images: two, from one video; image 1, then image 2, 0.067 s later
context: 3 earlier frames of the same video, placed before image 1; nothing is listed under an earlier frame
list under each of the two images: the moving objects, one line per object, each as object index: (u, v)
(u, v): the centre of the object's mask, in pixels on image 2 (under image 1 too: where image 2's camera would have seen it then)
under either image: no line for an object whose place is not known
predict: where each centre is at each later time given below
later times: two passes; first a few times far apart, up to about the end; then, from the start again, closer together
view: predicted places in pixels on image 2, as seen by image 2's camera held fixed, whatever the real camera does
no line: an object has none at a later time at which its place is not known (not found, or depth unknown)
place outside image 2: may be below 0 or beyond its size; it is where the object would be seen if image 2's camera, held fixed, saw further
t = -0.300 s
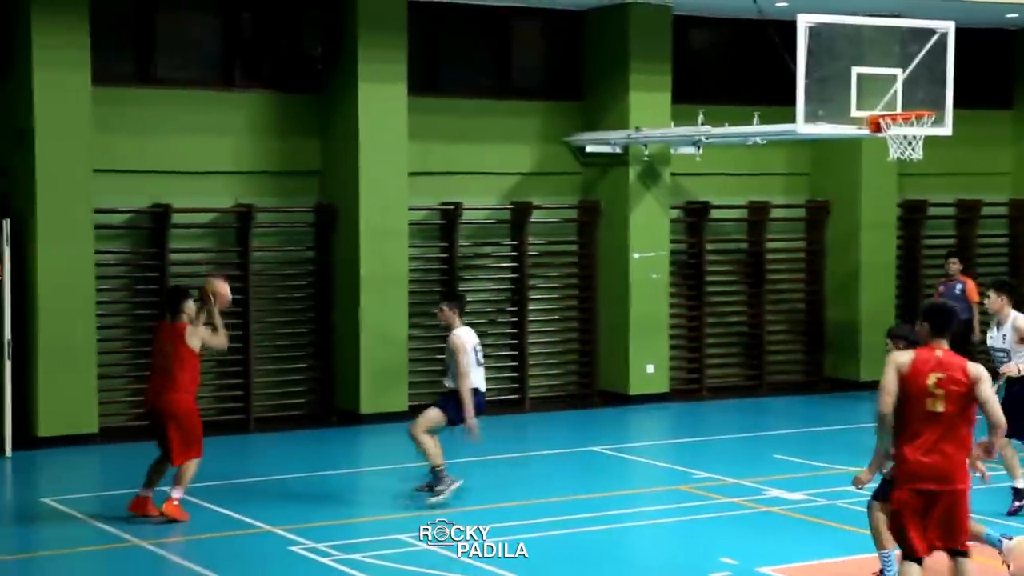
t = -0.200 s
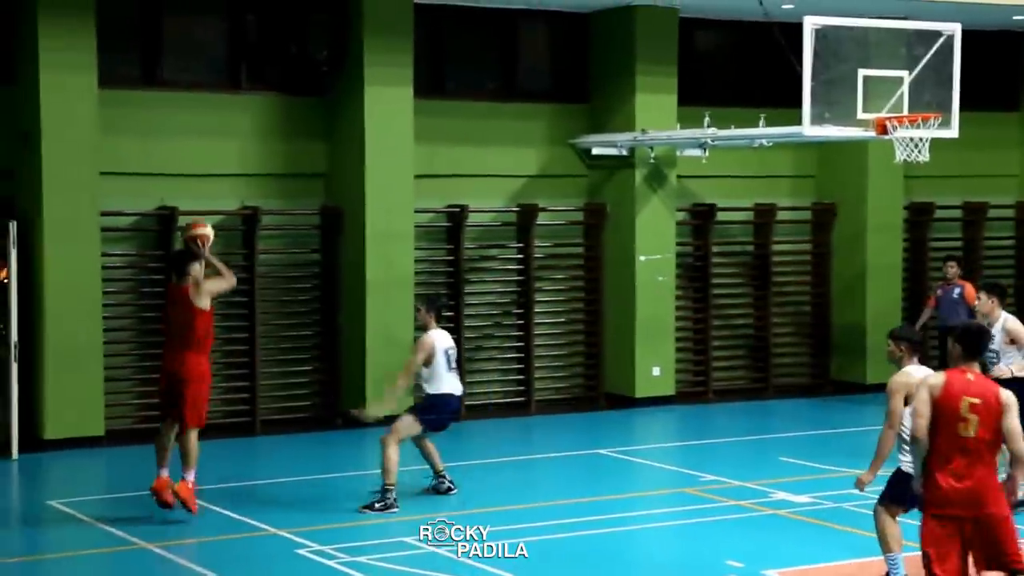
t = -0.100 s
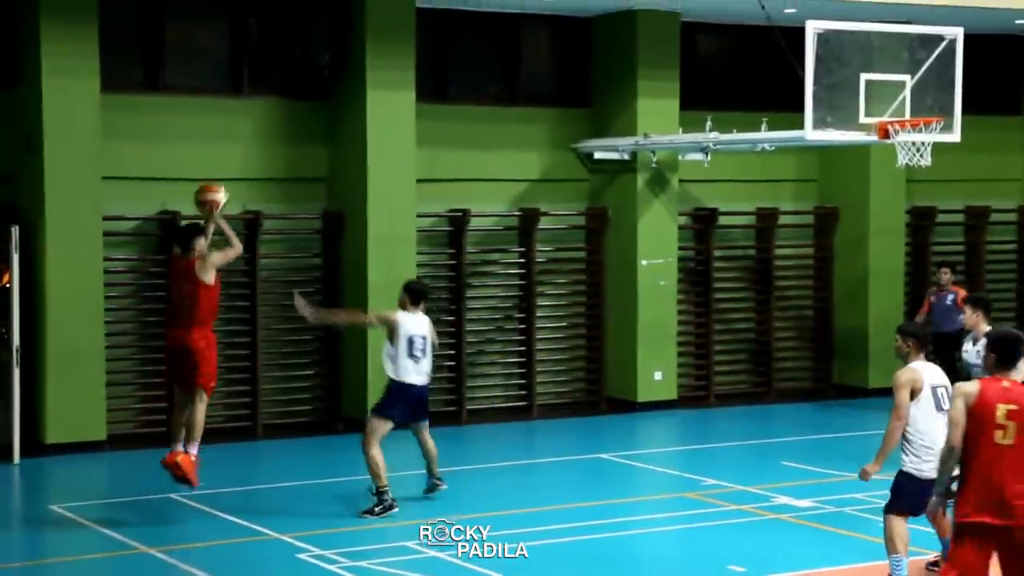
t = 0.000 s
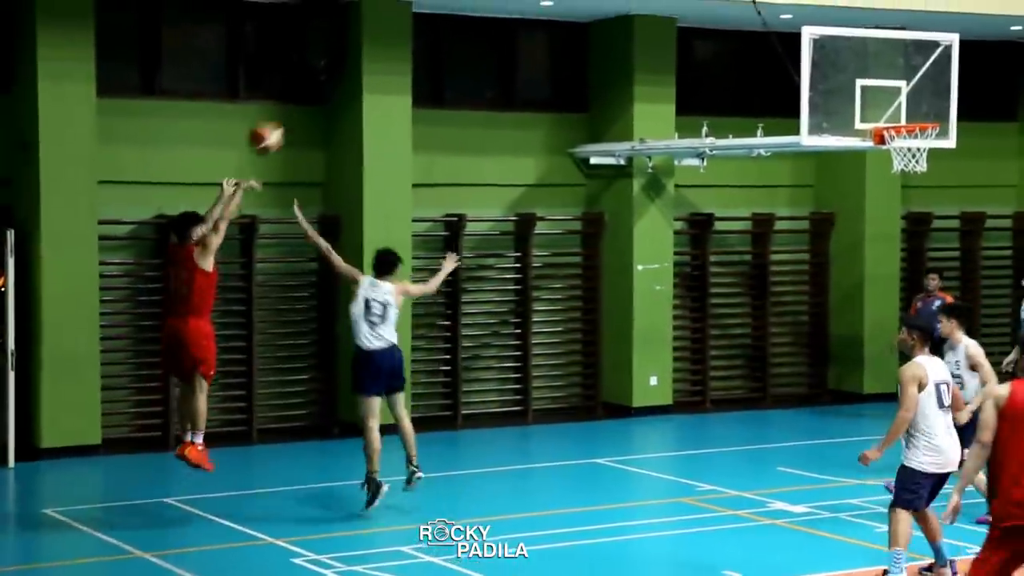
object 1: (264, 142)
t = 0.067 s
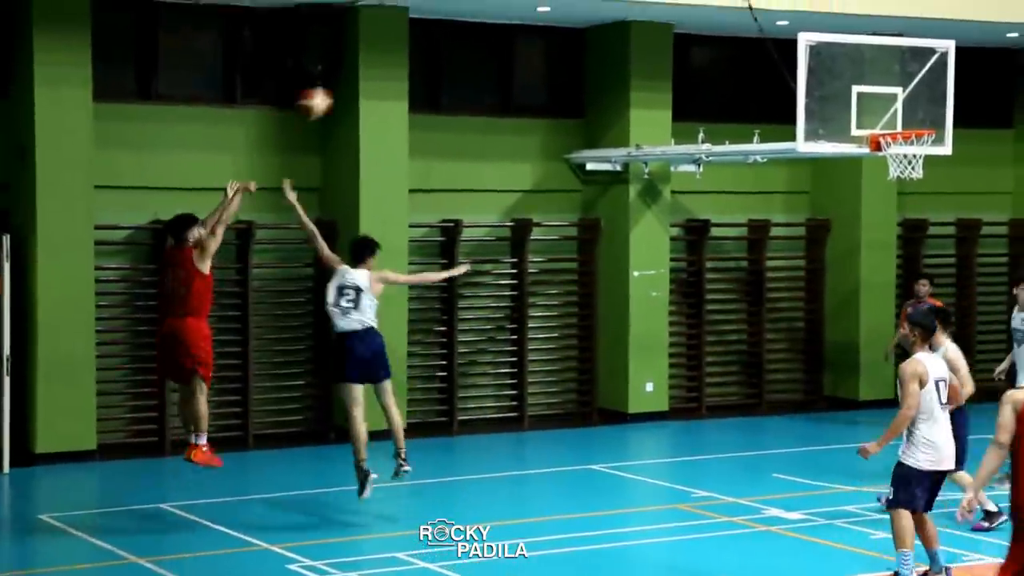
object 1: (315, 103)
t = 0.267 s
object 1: (459, 23)
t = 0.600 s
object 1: (674, 1)
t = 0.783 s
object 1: (780, 41)
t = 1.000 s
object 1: (894, 124)
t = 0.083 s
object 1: (328, 94)
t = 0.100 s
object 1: (339, 86)
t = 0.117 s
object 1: (352, 77)
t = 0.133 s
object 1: (365, 70)
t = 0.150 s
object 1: (377, 62)
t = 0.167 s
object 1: (389, 55)
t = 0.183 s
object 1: (400, 48)
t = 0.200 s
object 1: (412, 43)
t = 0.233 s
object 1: (436, 32)
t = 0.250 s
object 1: (448, 27)
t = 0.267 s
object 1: (459, 23)
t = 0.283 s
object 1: (471, 19)
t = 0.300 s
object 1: (483, 15)
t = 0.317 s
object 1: (495, 12)
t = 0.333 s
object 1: (505, 8)
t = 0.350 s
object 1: (515, 5)
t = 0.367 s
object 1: (527, 2)
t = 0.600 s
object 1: (674, 1)
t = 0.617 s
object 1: (683, 3)
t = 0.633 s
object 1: (693, 6)
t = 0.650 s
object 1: (703, 8)
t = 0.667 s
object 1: (713, 11)
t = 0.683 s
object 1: (722, 14)
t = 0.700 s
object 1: (732, 18)
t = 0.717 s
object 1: (742, 22)
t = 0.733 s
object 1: (751, 26)
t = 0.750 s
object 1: (761, 30)
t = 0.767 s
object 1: (771, 35)
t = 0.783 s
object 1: (780, 41)
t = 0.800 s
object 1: (787, 45)
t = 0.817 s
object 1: (797, 51)
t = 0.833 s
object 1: (807, 57)
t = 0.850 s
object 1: (816, 62)
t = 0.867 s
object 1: (825, 67)
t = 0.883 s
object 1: (834, 74)
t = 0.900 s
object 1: (841, 81)
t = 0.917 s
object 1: (852, 88)
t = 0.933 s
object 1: (861, 97)
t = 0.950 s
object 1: (868, 104)
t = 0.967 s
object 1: (878, 112)
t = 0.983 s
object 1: (885, 120)
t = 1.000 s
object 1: (894, 124)
